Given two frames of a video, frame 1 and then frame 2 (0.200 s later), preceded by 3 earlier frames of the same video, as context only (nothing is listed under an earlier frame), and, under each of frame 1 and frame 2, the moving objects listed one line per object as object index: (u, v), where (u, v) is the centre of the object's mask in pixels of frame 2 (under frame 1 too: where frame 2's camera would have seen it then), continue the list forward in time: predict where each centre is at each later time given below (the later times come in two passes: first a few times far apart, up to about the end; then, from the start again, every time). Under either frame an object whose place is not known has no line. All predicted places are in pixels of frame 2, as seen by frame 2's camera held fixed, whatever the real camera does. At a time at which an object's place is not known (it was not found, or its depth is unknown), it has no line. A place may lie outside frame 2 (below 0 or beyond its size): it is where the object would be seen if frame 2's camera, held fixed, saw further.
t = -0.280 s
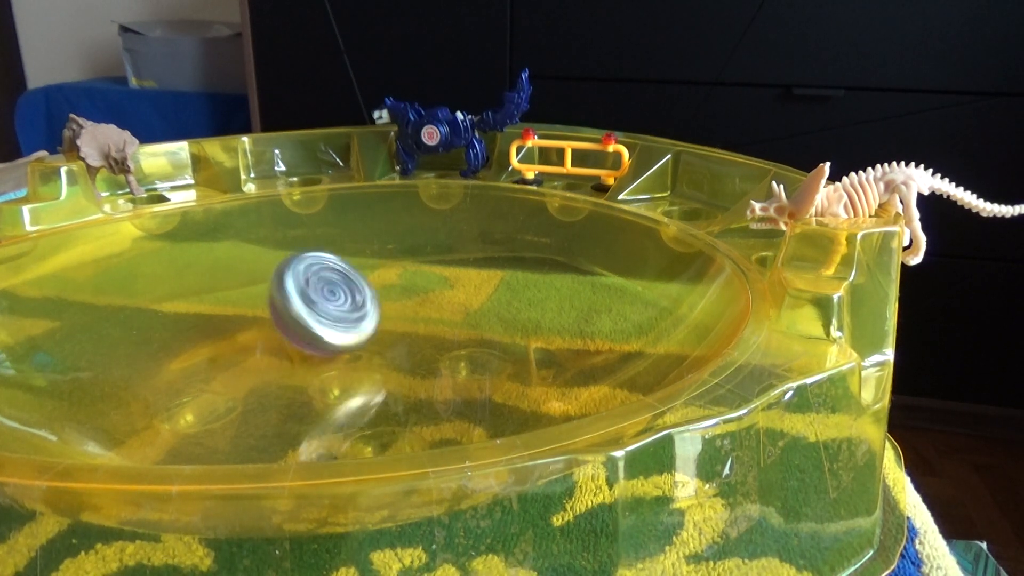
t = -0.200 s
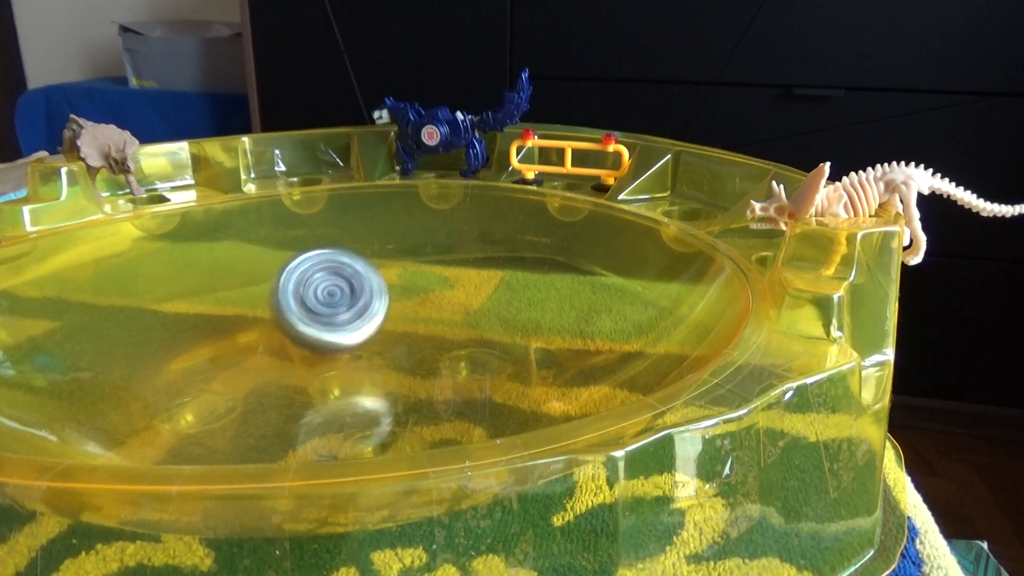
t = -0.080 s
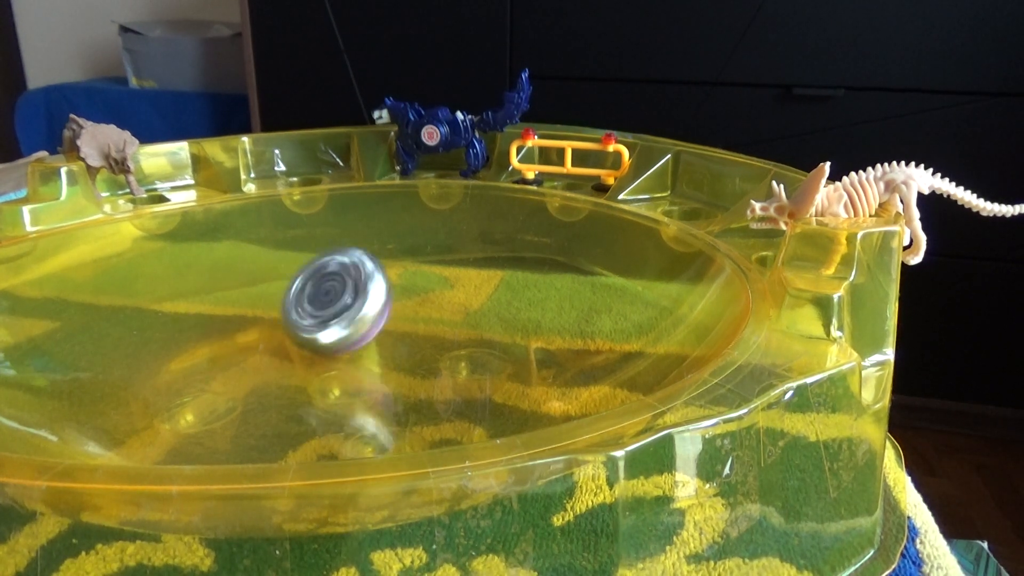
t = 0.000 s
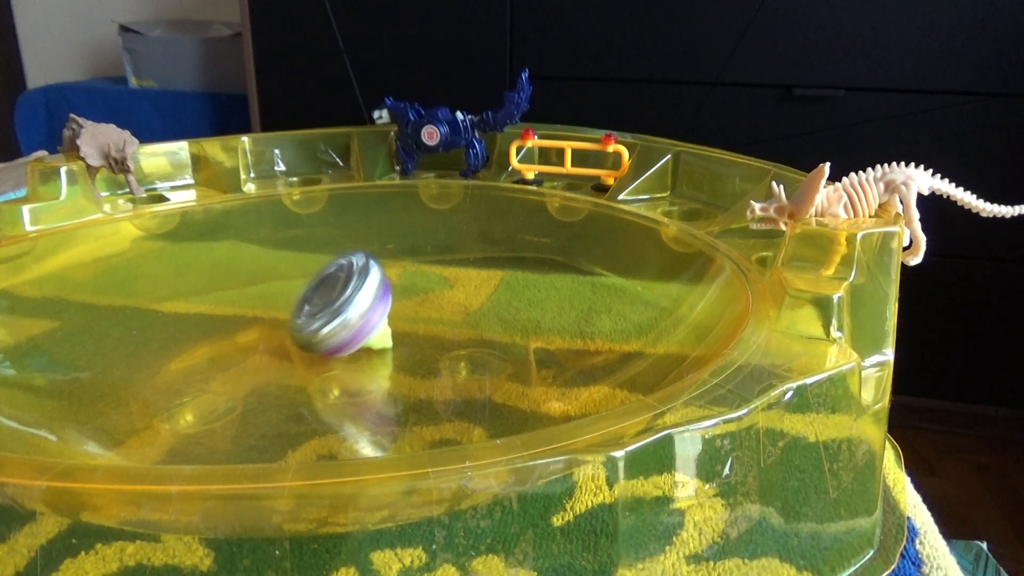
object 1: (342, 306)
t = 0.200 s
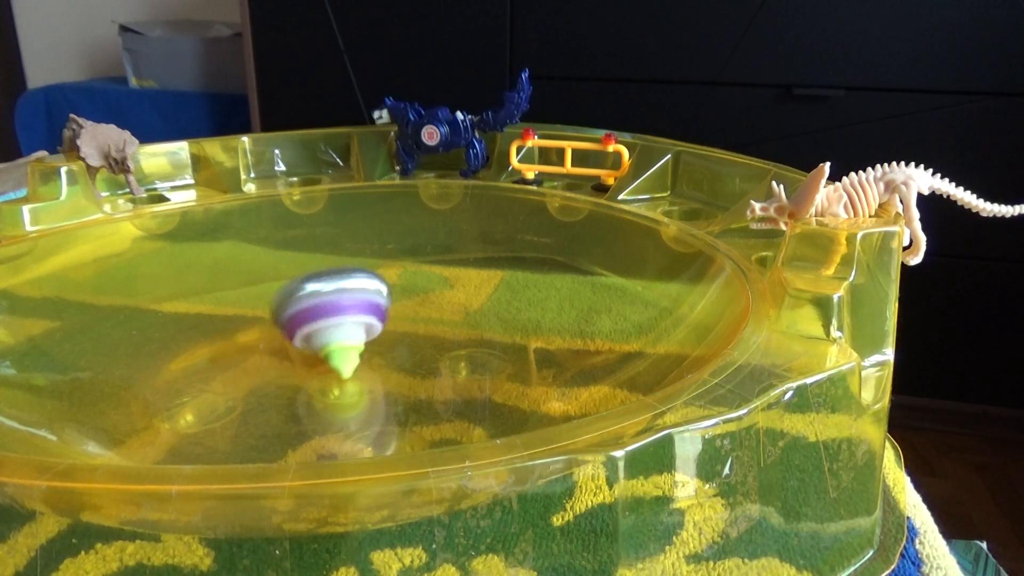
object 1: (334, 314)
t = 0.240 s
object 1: (329, 314)
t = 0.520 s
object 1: (325, 303)
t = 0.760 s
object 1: (342, 305)
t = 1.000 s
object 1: (333, 315)
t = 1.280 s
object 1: (325, 304)
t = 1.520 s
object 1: (341, 305)
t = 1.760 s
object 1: (336, 315)
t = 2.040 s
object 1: (325, 305)
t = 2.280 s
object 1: (340, 304)
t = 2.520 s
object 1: (337, 314)
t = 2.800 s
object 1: (327, 305)
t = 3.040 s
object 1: (342, 304)
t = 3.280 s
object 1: (336, 314)
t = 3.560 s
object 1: (329, 304)
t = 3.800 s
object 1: (341, 306)
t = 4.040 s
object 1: (333, 313)
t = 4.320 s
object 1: (330, 302)
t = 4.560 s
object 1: (346, 310)
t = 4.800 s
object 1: (330, 314)
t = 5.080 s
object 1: (333, 301)
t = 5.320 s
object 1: (345, 313)
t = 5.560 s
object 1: (325, 314)
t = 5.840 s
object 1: (335, 303)
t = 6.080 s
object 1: (340, 313)
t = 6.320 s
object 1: (326, 311)
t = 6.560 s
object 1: (335, 303)
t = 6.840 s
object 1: (333, 311)
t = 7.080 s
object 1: (331, 304)
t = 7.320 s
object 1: (337, 307)
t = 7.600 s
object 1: (332, 313)
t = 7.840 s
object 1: (335, 304)
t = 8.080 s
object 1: (341, 313)
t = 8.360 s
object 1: (329, 309)
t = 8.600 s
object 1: (338, 306)
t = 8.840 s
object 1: (335, 311)
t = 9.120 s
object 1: (335, 304)
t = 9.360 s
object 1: (343, 313)
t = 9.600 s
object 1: (329, 314)
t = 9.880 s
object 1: (336, 305)
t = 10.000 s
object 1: (339, 309)
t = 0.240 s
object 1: (329, 314)
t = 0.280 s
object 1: (326, 315)
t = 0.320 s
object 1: (322, 315)
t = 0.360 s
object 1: (318, 315)
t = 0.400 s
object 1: (317, 314)
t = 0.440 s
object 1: (318, 310)
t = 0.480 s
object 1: (322, 305)
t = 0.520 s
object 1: (325, 303)
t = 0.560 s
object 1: (328, 302)
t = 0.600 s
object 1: (331, 300)
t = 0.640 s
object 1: (334, 300)
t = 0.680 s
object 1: (336, 301)
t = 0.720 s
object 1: (339, 303)
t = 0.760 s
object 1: (342, 305)
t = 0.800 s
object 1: (344, 308)
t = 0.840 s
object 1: (348, 313)
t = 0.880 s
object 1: (342, 310)
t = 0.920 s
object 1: (342, 315)
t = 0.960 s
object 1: (337, 316)
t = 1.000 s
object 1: (333, 315)
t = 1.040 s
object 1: (329, 315)
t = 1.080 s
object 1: (325, 316)
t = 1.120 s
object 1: (321, 316)
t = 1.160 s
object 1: (319, 315)
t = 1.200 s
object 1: (319, 311)
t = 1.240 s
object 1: (321, 308)
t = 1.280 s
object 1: (325, 304)
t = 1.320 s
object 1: (328, 302)
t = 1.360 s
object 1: (331, 302)
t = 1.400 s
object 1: (334, 301)
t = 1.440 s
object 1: (336, 301)
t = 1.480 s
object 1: (338, 303)
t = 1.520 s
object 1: (341, 305)
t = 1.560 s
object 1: (344, 306)
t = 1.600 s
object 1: (349, 312)
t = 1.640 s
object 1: (349, 315)
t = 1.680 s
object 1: (345, 315)
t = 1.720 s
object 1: (341, 315)
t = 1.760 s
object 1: (336, 315)
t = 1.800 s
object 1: (332, 314)
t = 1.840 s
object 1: (328, 315)
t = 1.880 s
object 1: (325, 315)
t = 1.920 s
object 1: (321, 316)
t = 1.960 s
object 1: (320, 313)
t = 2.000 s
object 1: (322, 308)
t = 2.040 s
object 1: (325, 305)
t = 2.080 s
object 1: (328, 302)
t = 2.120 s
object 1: (332, 301)
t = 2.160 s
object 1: (333, 301)
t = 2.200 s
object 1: (335, 301)
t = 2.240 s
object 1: (338, 303)
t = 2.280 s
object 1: (340, 304)
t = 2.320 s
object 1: (345, 308)
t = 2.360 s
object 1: (348, 311)
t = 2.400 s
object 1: (348, 314)
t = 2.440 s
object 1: (345, 315)
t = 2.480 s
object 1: (341, 314)
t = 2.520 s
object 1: (337, 314)
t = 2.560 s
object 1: (333, 314)
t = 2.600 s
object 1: (330, 315)
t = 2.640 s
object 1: (326, 315)
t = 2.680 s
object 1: (323, 316)
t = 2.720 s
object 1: (322, 312)
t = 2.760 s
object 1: (324, 307)
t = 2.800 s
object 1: (327, 305)
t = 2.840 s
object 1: (331, 302)
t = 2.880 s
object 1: (334, 300)
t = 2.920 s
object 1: (335, 301)
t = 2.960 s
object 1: (337, 301)
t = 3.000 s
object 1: (339, 302)
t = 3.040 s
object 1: (342, 304)
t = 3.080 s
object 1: (344, 306)
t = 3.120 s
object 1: (349, 311)
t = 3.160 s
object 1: (348, 314)
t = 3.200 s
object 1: (344, 314)
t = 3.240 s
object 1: (339, 314)
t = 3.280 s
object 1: (336, 314)
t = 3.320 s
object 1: (332, 314)
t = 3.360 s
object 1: (328, 314)
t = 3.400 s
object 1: (324, 316)
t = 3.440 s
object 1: (322, 314)
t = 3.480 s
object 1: (322, 310)
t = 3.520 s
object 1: (325, 307)
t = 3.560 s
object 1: (329, 304)
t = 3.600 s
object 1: (332, 301)
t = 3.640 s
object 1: (333, 302)
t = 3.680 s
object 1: (335, 301)
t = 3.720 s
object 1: (337, 302)
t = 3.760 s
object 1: (339, 304)
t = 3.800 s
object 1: (341, 306)
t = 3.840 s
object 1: (343, 307)
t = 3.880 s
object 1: (348, 314)
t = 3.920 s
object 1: (344, 314)
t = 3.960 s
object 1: (340, 313)
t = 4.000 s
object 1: (337, 315)
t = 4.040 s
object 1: (333, 313)
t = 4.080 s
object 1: (329, 314)
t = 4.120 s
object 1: (326, 315)
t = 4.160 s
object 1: (323, 315)
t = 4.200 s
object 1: (322, 311)
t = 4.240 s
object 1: (324, 308)
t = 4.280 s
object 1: (328, 304)
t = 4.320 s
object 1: (330, 302)
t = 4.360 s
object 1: (333, 302)
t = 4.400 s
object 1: (334, 302)
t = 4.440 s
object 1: (336, 301)
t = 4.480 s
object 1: (338, 304)
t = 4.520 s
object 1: (340, 306)
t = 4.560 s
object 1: (346, 310)
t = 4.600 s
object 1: (347, 314)
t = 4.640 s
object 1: (344, 314)
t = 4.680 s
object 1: (340, 313)
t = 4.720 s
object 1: (336, 314)
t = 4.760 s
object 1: (333, 313)
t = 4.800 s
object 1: (330, 314)
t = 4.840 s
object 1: (326, 315)
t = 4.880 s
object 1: (323, 315)
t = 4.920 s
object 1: (323, 312)
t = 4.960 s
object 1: (325, 308)
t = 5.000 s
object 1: (328, 305)
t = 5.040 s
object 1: (330, 303)
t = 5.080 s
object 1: (333, 301)
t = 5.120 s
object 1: (334, 302)
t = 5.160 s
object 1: (335, 303)
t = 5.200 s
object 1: (338, 304)
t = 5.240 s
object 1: (339, 306)
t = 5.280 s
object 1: (344, 311)
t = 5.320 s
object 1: (345, 313)
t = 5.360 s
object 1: (343, 314)
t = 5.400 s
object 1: (338, 313)
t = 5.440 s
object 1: (334, 312)
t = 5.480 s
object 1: (333, 314)
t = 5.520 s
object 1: (330, 313)
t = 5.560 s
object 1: (325, 314)
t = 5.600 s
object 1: (324, 314)
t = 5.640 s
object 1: (326, 311)
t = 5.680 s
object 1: (329, 305)
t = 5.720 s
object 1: (330, 305)
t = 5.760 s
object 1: (333, 304)
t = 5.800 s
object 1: (334, 302)
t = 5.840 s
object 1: (335, 303)
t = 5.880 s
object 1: (335, 304)
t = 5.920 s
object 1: (338, 305)
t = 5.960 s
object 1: (340, 307)
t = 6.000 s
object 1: (341, 309)
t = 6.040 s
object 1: (340, 308)
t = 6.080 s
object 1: (340, 313)
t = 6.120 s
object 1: (337, 312)
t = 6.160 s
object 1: (334, 312)
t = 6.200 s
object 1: (331, 312)
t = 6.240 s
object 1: (329, 314)
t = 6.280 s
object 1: (326, 314)
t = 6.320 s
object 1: (326, 311)
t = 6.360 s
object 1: (328, 308)
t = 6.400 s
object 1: (331, 305)
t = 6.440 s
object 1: (333, 303)
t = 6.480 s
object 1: (333, 303)
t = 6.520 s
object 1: (334, 303)
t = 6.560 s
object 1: (335, 303)
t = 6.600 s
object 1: (337, 306)
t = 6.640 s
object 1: (338, 306)
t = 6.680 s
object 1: (340, 308)
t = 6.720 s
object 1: (343, 313)
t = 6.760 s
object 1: (340, 313)
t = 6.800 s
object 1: (337, 312)
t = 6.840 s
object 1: (333, 311)
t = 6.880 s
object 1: (333, 312)
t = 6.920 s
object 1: (330, 313)
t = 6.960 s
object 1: (326, 313)
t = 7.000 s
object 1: (326, 312)
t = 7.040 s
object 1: (329, 308)
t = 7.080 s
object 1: (331, 304)
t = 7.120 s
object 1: (333, 304)
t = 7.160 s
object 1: (334, 303)
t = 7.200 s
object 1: (334, 303)
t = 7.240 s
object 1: (335, 304)
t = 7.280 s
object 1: (335, 305)
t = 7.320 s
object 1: (337, 307)
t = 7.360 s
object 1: (342, 311)
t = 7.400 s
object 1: (342, 313)
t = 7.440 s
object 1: (339, 313)
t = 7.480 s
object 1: (336, 311)
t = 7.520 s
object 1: (335, 311)
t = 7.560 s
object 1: (333, 311)
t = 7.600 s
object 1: (332, 313)
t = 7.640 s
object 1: (330, 313)
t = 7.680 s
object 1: (329, 309)
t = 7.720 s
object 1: (332, 307)
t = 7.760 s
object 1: (335, 305)
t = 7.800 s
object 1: (336, 303)
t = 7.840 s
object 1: (335, 304)
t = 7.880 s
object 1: (335, 304)
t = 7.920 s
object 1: (336, 305)
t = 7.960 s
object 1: (338, 306)
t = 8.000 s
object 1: (339, 307)
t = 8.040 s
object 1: (343, 313)
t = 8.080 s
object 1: (341, 313)
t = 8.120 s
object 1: (338, 312)
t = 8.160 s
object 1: (335, 311)
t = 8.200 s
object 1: (333, 311)
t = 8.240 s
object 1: (331, 312)
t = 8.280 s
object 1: (329, 313)
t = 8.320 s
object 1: (327, 312)
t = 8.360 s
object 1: (329, 309)
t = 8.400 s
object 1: (332, 305)
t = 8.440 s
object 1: (334, 304)
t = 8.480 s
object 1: (336, 303)
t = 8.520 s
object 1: (336, 302)
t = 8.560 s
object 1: (336, 304)
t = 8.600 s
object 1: (338, 306)
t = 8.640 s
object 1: (339, 307)
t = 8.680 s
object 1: (343, 311)
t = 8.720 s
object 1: (343, 313)
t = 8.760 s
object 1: (340, 313)
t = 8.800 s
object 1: (336, 311)
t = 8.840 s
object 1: (335, 311)
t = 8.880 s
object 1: (332, 312)
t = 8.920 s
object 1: (331, 313)
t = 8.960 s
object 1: (328, 314)
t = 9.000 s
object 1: (329, 310)
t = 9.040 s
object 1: (332, 307)
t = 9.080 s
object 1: (334, 304)
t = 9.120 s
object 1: (335, 304)
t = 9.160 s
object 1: (336, 302)
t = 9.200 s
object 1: (336, 303)
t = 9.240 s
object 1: (336, 305)
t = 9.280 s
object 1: (338, 307)
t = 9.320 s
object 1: (340, 308)
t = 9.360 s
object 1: (343, 313)
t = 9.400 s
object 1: (341, 313)
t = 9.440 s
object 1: (337, 312)
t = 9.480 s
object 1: (335, 311)
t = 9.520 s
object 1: (334, 311)
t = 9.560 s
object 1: (332, 313)
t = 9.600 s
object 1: (329, 314)
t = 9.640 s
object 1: (330, 312)
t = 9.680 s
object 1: (332, 307)
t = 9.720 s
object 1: (335, 305)
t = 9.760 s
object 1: (336, 304)
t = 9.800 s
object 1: (336, 303)
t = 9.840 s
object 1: (336, 304)
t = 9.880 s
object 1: (336, 305)
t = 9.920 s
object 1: (338, 307)
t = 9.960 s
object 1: (339, 308)
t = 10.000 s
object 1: (339, 309)
